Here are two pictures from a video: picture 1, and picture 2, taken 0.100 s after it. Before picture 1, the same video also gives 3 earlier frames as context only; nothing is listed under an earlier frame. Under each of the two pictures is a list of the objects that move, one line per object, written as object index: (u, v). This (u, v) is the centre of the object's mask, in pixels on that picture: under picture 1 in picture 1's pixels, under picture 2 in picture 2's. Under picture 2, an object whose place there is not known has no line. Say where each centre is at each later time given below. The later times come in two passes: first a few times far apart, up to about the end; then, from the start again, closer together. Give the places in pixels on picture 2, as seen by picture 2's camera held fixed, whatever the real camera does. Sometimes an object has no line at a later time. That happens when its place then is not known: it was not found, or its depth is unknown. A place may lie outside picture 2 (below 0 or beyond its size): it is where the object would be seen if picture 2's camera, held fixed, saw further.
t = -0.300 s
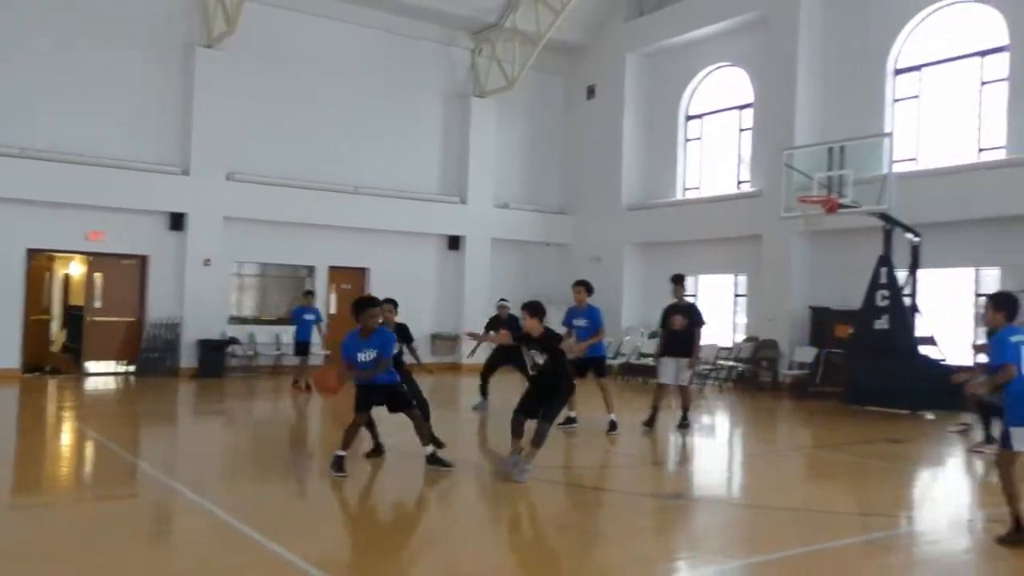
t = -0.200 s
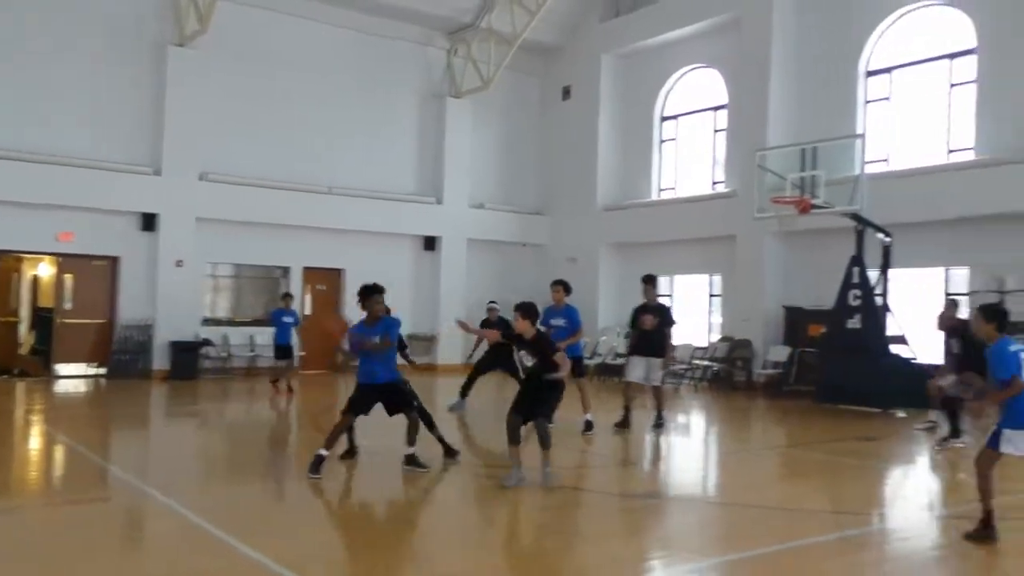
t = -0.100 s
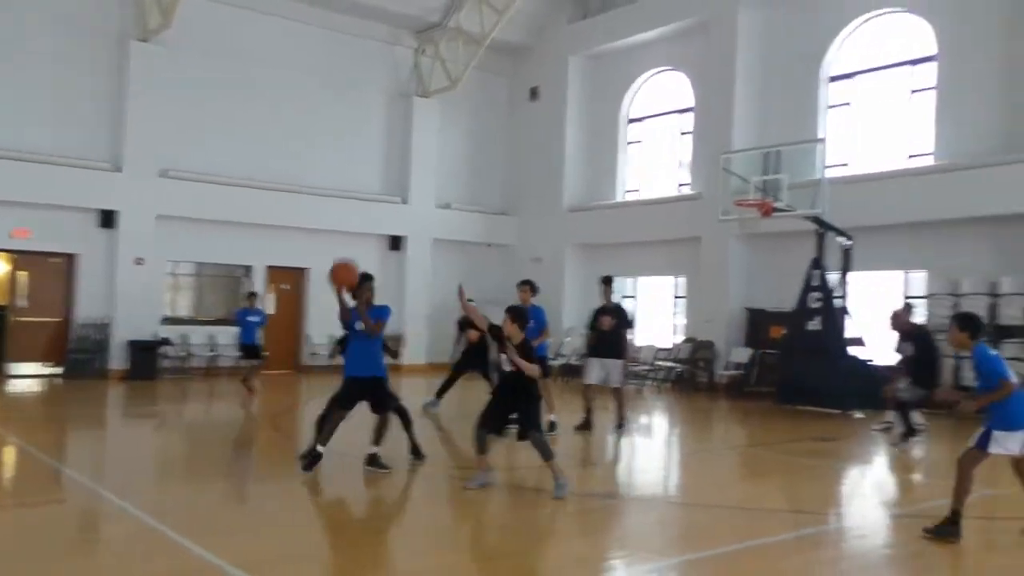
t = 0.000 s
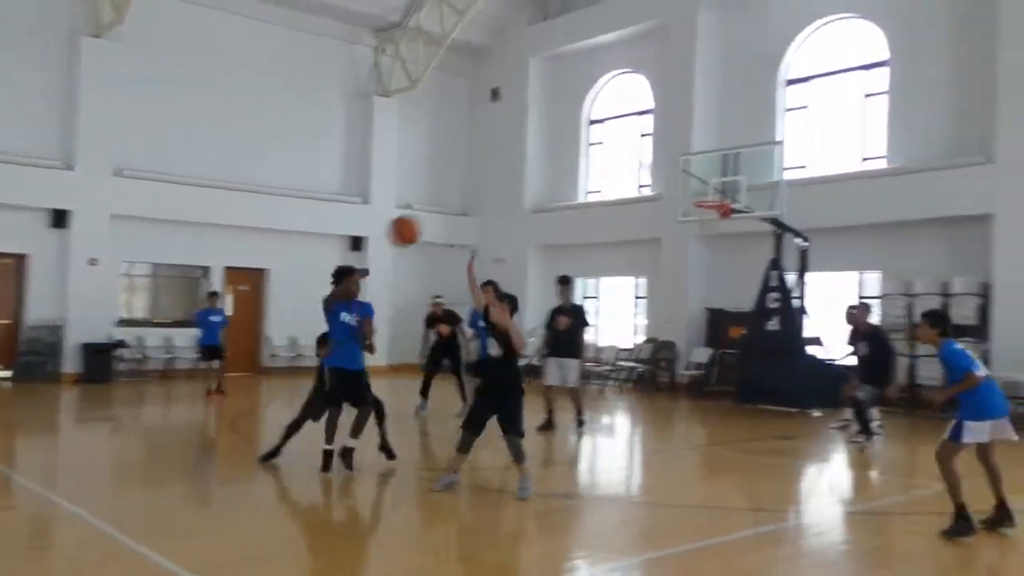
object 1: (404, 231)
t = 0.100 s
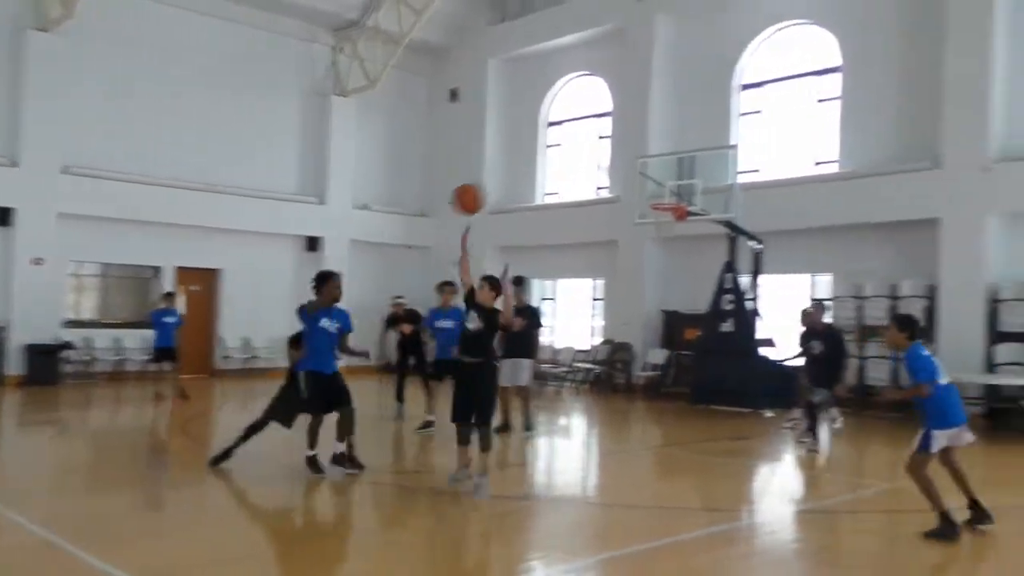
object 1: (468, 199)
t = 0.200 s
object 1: (576, 178)
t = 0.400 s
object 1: (795, 176)
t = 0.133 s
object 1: (504, 191)
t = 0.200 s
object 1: (576, 178)
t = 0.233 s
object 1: (614, 174)
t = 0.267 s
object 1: (648, 172)
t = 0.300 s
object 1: (685, 170)
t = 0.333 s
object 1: (720, 170)
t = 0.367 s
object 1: (759, 172)
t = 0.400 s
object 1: (795, 176)
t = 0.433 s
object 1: (834, 180)
